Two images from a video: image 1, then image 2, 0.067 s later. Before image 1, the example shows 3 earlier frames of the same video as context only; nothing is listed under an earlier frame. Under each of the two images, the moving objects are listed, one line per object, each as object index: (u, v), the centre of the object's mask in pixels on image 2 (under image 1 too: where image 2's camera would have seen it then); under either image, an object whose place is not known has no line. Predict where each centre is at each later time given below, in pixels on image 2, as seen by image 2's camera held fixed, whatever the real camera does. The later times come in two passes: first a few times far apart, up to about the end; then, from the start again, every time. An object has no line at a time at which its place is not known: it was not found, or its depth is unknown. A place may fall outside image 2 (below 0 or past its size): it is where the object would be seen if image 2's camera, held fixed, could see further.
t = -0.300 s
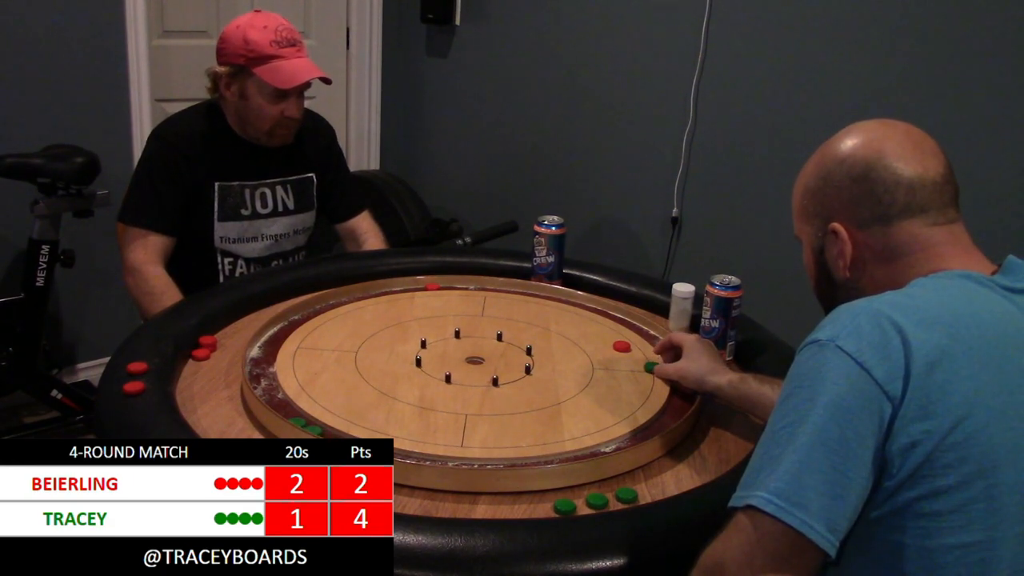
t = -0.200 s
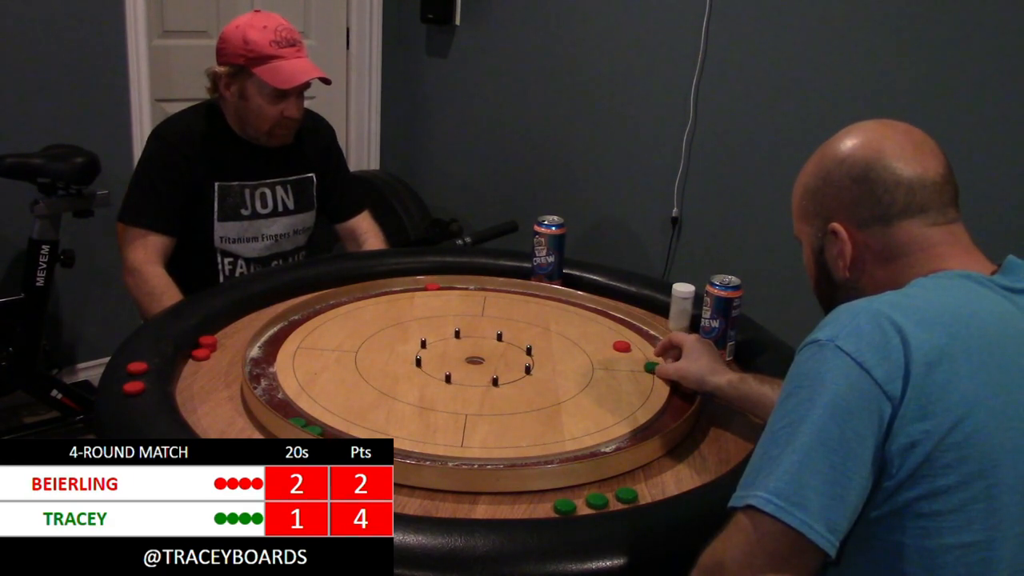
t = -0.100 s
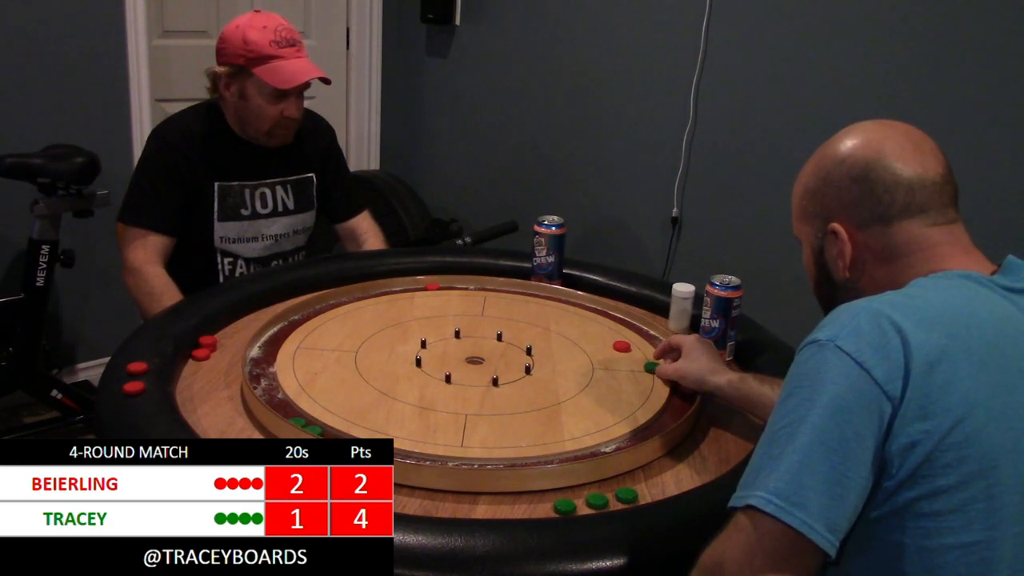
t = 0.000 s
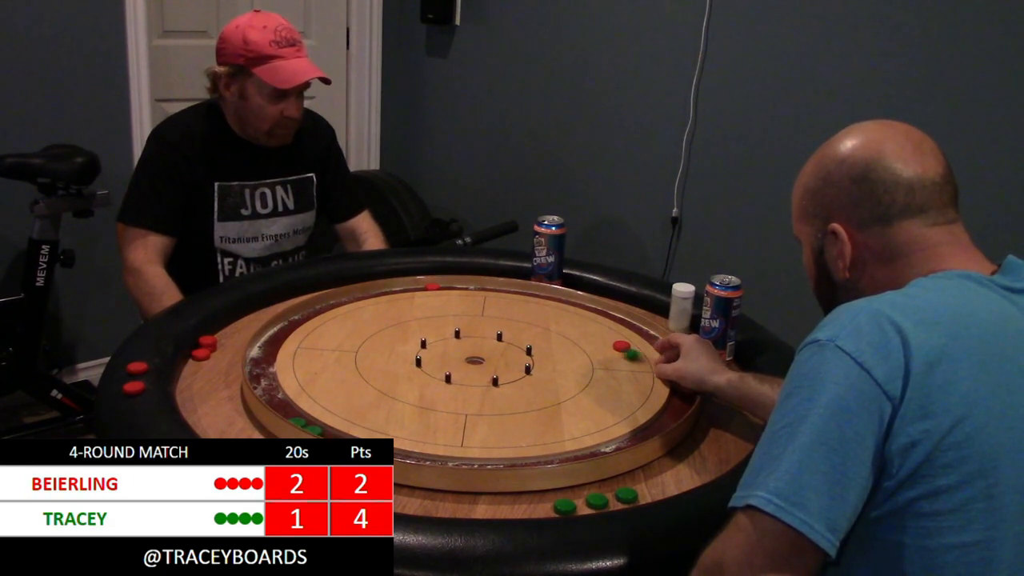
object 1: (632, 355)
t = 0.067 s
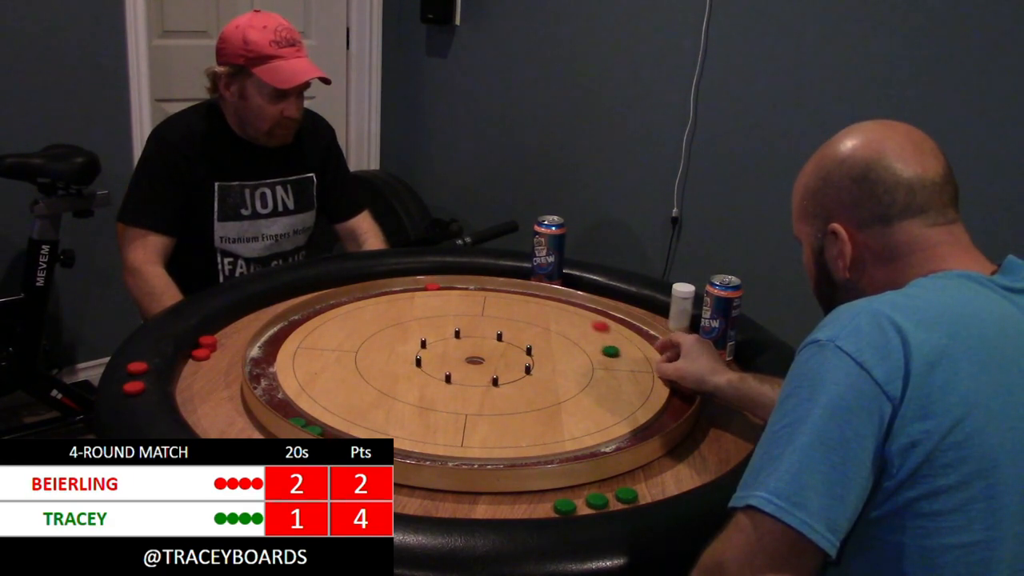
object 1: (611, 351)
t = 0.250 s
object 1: (566, 346)
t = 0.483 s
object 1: (525, 341)
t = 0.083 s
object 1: (606, 351)
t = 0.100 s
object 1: (602, 350)
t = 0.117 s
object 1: (598, 349)
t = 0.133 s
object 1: (593, 349)
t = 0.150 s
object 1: (589, 348)
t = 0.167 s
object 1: (585, 348)
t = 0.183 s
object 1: (581, 347)
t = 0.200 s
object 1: (577, 347)
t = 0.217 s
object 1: (574, 347)
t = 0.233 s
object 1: (570, 346)
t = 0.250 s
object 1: (566, 346)
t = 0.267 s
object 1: (562, 345)
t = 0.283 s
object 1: (559, 345)
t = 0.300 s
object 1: (555, 345)
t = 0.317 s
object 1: (552, 344)
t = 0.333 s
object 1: (548, 344)
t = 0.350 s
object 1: (545, 343)
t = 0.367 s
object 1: (542, 343)
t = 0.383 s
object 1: (539, 343)
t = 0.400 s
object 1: (536, 343)
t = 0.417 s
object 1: (534, 342)
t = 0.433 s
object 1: (532, 342)
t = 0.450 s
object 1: (529, 341)
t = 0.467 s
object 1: (527, 341)
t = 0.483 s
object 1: (525, 341)
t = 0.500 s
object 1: (523, 341)
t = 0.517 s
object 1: (522, 341)
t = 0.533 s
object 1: (520, 341)
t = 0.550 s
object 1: (519, 341)
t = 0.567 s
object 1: (518, 341)
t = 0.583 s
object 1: (517, 341)
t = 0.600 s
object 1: (516, 341)
